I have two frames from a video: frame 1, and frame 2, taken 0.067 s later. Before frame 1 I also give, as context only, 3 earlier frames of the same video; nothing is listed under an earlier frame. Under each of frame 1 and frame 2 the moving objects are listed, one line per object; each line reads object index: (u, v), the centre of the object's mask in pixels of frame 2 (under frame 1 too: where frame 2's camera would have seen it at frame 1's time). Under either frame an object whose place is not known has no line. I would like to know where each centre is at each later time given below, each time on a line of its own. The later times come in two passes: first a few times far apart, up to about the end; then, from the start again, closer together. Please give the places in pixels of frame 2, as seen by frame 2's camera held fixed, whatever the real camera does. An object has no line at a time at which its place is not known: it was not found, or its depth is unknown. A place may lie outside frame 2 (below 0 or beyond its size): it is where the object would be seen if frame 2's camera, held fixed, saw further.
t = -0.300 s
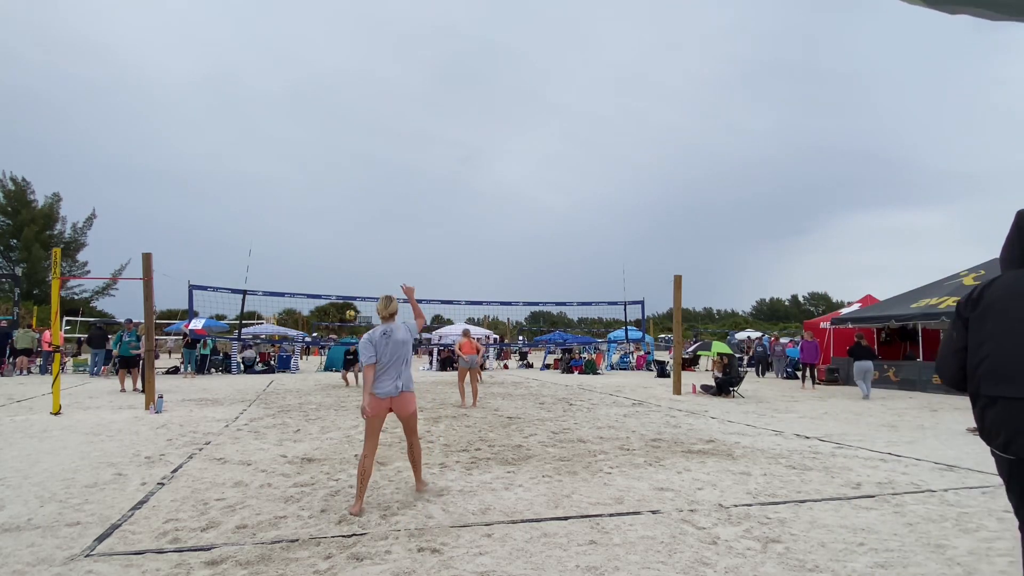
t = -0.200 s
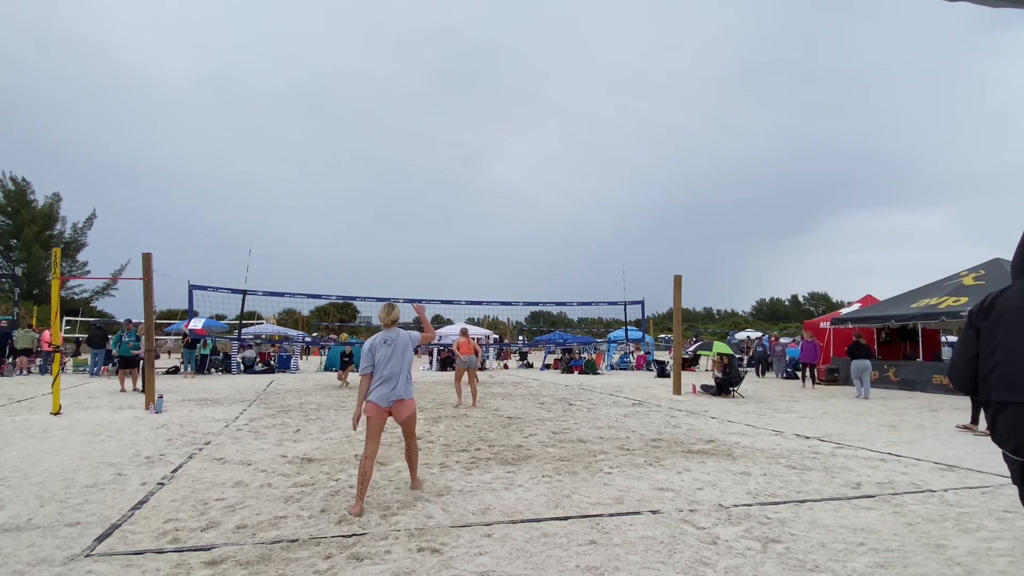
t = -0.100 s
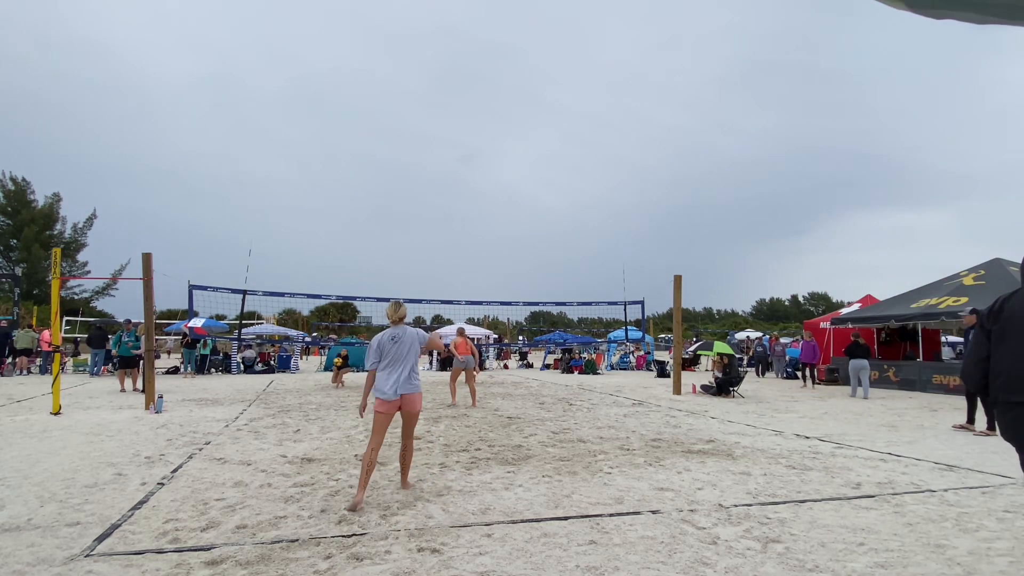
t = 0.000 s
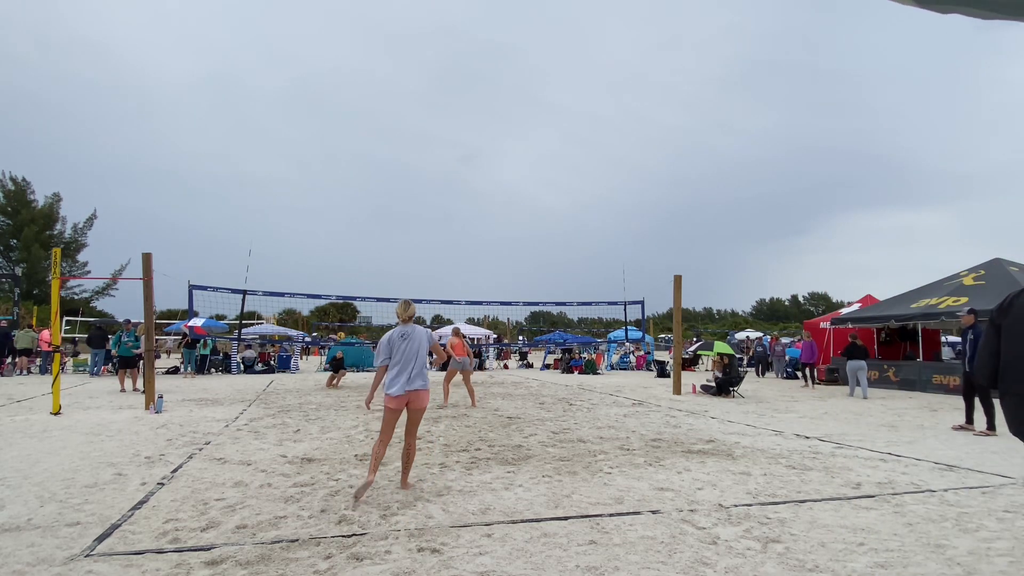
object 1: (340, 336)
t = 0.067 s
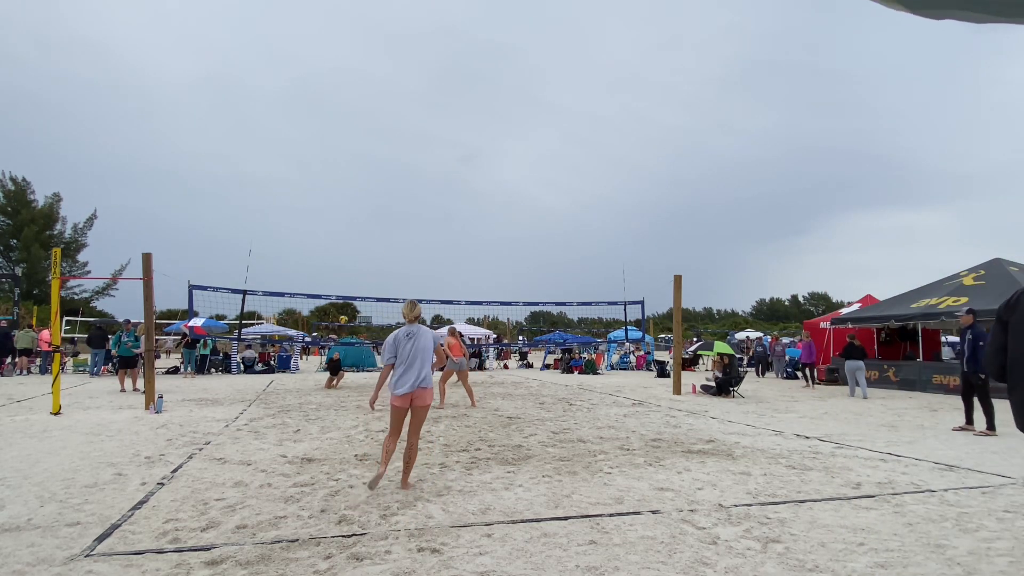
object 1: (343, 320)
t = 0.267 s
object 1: (350, 281)
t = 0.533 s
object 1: (357, 253)
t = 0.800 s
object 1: (363, 252)
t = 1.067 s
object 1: (368, 279)
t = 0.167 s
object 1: (347, 295)
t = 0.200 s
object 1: (348, 292)
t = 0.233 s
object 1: (349, 286)
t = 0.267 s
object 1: (350, 281)
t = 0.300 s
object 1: (351, 276)
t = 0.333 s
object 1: (352, 272)
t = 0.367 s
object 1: (353, 268)
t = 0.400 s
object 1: (354, 264)
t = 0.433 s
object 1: (355, 261)
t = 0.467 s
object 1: (355, 258)
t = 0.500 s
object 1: (356, 255)
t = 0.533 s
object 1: (357, 253)
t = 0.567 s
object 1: (358, 252)
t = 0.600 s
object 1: (359, 251)
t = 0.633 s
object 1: (360, 250)
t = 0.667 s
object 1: (360, 250)
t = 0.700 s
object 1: (361, 250)
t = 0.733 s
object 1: (362, 250)
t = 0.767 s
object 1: (362, 251)
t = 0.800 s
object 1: (363, 252)
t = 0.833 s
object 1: (364, 254)
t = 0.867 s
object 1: (364, 257)
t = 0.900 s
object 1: (365, 259)
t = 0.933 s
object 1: (365, 262)
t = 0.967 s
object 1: (366, 266)
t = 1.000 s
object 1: (366, 269)
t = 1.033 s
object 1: (367, 274)
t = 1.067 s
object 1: (368, 279)
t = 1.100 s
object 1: (368, 284)
